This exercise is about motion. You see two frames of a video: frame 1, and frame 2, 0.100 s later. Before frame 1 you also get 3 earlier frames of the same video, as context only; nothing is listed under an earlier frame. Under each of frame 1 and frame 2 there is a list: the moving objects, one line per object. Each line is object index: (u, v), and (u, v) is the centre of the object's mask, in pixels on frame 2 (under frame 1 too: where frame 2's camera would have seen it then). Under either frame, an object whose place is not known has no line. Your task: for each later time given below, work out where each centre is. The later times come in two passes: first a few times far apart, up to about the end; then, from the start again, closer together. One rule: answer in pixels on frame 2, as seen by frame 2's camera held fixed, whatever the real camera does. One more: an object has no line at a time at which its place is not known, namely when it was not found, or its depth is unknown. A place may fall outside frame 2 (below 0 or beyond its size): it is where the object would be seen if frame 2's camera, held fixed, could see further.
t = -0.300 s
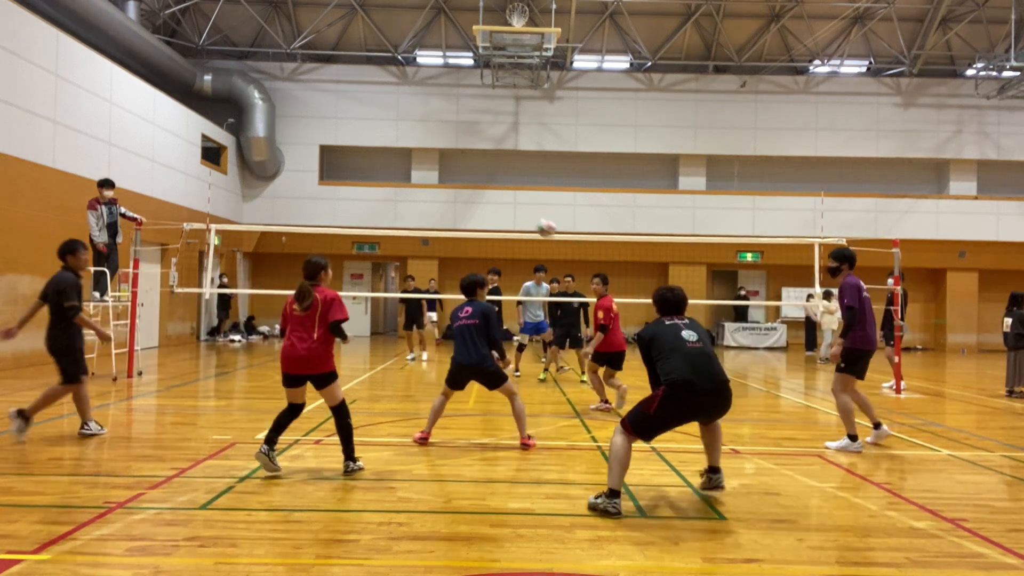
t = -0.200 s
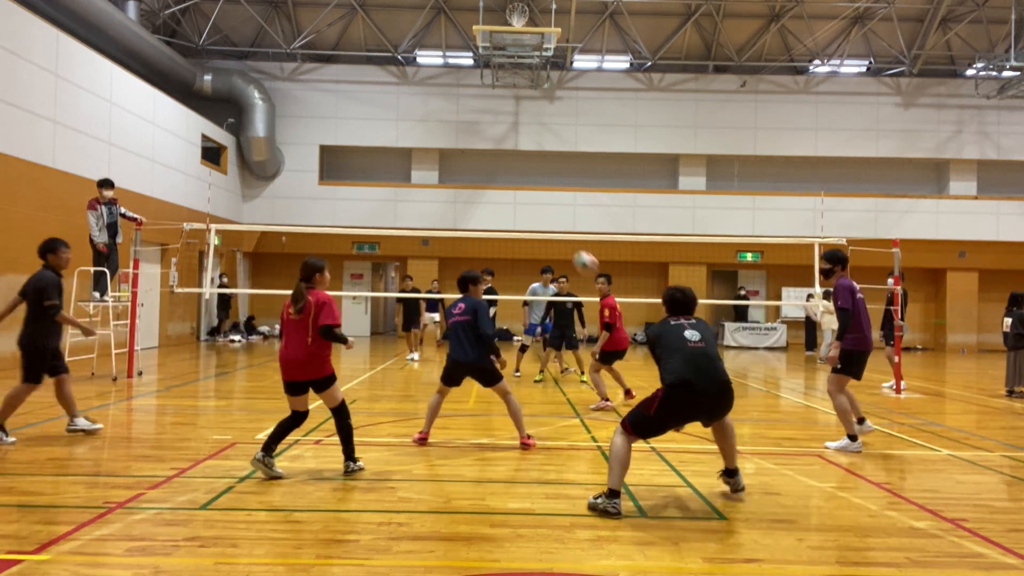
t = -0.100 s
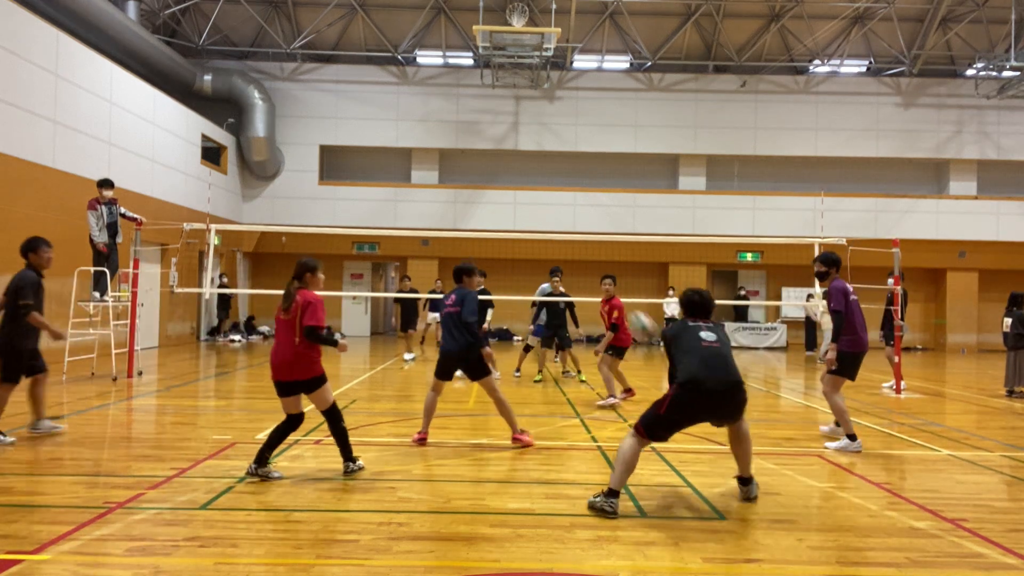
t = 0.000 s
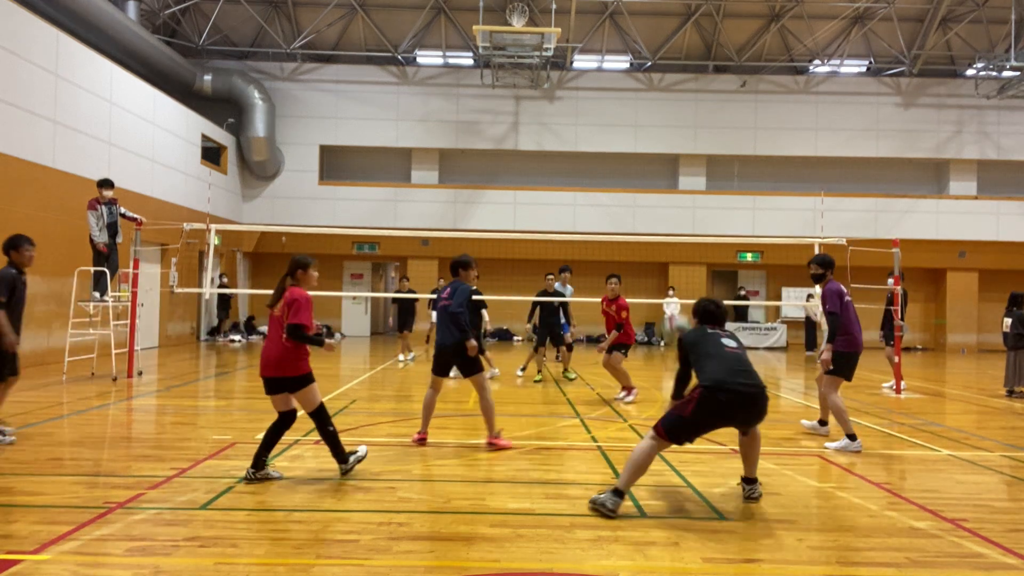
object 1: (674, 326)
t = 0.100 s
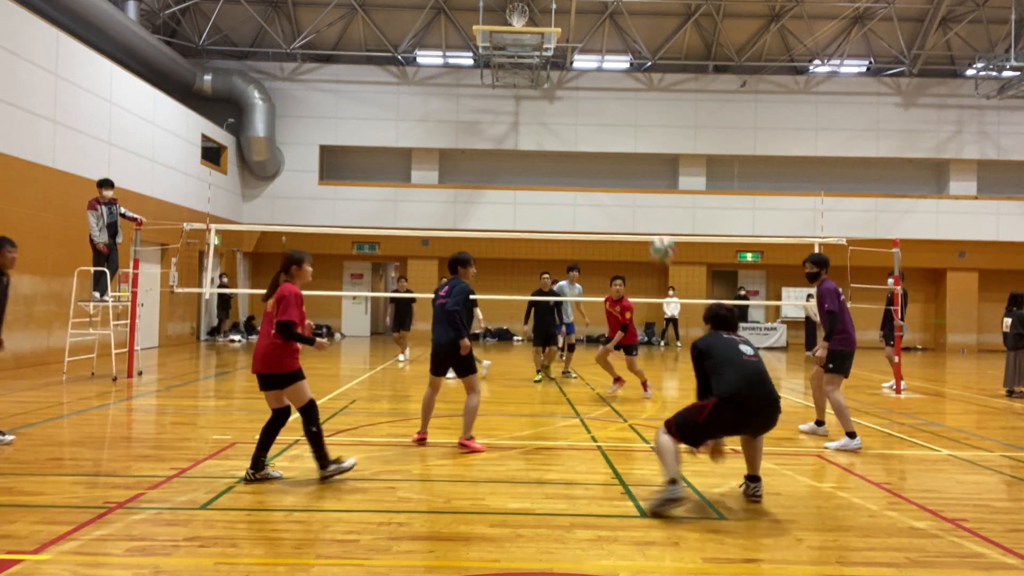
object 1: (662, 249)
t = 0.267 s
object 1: (646, 170)
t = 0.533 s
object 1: (624, 127)
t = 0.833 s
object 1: (607, 153)
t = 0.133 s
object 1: (659, 228)
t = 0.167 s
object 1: (655, 212)
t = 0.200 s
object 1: (652, 195)
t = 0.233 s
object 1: (649, 181)
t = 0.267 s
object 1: (646, 170)
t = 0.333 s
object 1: (640, 151)
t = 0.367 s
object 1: (637, 144)
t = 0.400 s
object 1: (634, 138)
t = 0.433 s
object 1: (632, 134)
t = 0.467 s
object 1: (629, 130)
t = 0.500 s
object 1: (627, 128)
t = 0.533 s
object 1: (624, 127)
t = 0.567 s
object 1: (623, 127)
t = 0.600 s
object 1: (620, 127)
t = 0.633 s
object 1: (618, 129)
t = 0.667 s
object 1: (616, 131)
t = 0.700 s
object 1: (614, 134)
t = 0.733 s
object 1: (612, 138)
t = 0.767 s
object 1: (610, 143)
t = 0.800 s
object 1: (609, 148)
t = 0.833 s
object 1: (607, 153)
